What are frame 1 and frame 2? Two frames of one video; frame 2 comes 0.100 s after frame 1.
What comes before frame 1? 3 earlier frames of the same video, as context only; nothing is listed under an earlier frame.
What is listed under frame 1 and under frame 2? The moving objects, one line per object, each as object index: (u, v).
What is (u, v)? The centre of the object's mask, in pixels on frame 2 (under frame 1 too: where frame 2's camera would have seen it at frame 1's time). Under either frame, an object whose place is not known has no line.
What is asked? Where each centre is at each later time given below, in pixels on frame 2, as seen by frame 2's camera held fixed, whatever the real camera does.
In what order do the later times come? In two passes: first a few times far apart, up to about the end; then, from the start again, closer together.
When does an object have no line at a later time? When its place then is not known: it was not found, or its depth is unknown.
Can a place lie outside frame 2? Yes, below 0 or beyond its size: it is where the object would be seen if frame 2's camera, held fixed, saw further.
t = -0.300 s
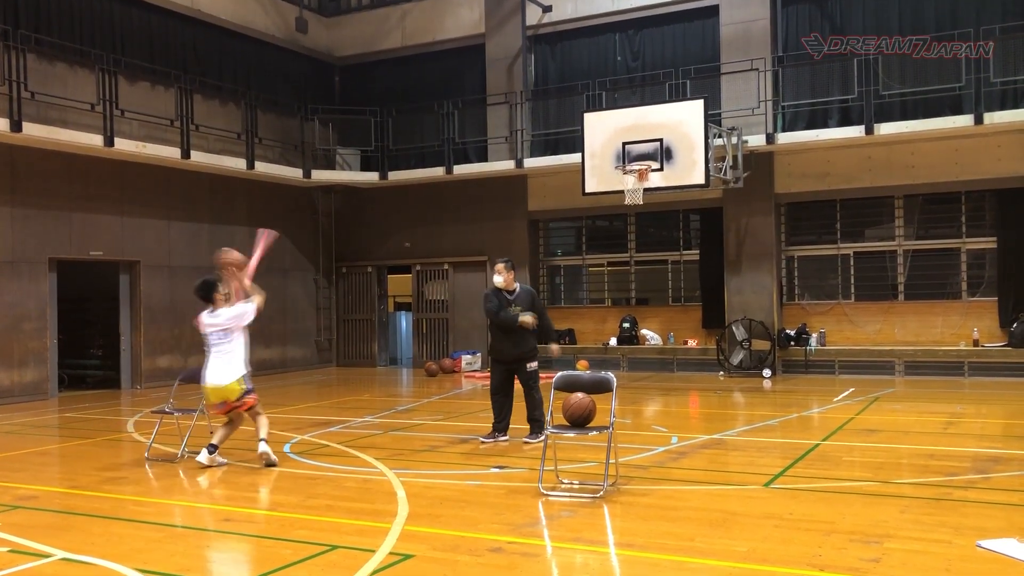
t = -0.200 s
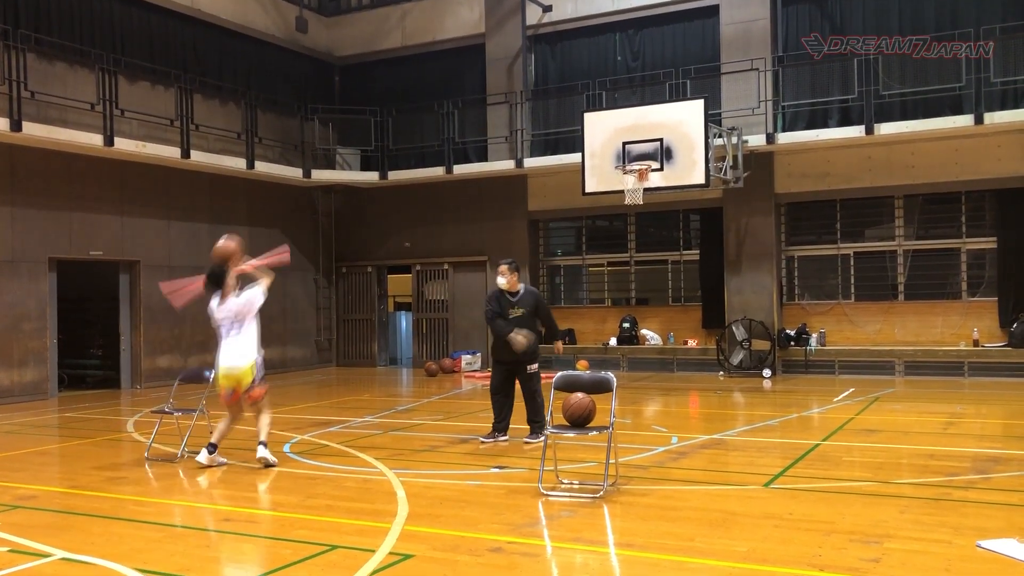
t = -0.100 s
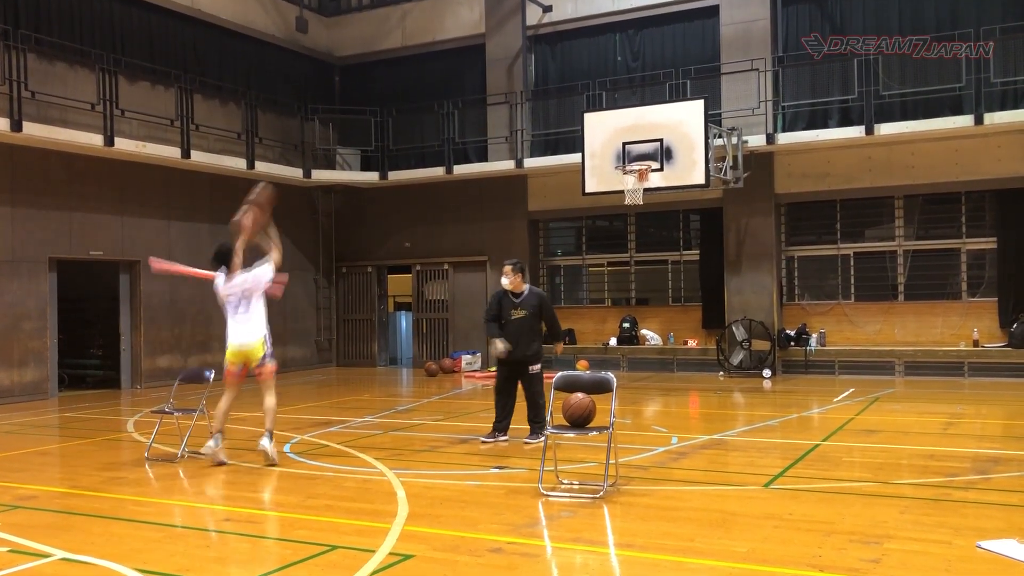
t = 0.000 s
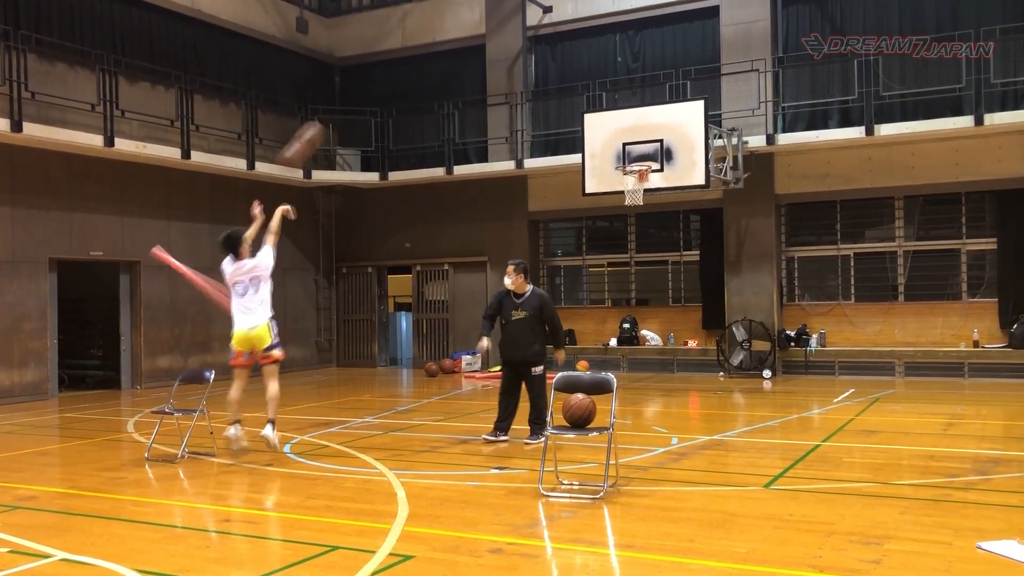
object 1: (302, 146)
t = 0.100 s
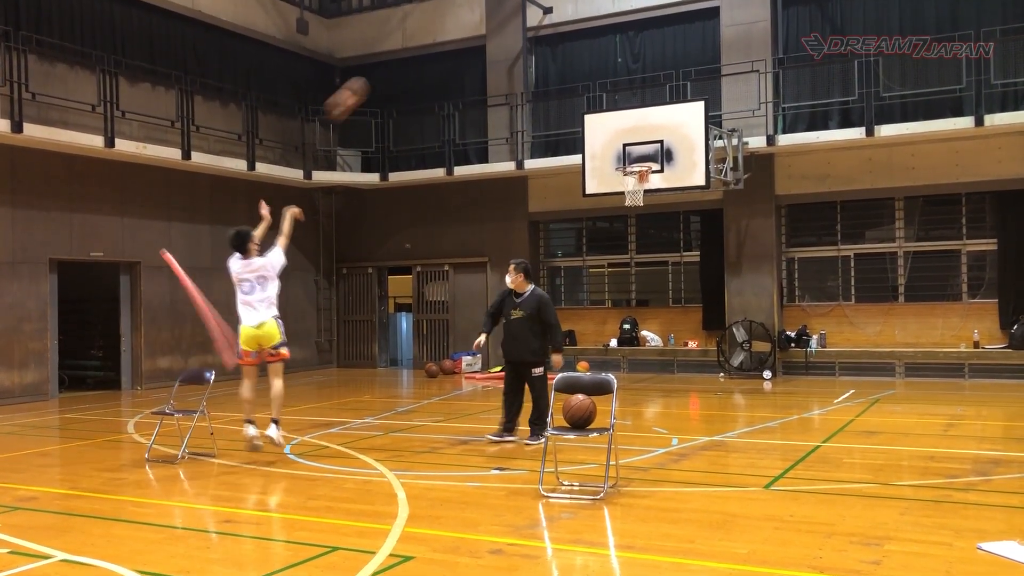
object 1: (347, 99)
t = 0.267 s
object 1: (414, 47)
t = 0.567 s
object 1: (511, 30)
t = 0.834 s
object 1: (581, 78)
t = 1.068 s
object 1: (633, 155)
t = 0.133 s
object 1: (361, 86)
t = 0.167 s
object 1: (374, 74)
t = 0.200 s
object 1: (388, 64)
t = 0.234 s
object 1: (401, 55)
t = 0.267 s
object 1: (414, 47)
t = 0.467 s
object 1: (483, 27)
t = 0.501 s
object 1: (492, 27)
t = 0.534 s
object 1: (501, 28)
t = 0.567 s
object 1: (511, 30)
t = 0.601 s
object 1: (520, 34)
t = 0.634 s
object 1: (531, 38)
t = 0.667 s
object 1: (539, 43)
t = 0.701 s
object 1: (547, 48)
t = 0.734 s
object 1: (557, 55)
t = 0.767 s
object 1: (566, 62)
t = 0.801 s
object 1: (573, 69)
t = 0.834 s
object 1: (581, 78)
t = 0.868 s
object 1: (589, 86)
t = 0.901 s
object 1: (597, 97)
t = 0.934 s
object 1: (603, 107)
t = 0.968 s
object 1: (612, 120)
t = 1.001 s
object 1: (619, 132)
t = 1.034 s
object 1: (625, 141)
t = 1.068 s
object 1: (633, 155)
